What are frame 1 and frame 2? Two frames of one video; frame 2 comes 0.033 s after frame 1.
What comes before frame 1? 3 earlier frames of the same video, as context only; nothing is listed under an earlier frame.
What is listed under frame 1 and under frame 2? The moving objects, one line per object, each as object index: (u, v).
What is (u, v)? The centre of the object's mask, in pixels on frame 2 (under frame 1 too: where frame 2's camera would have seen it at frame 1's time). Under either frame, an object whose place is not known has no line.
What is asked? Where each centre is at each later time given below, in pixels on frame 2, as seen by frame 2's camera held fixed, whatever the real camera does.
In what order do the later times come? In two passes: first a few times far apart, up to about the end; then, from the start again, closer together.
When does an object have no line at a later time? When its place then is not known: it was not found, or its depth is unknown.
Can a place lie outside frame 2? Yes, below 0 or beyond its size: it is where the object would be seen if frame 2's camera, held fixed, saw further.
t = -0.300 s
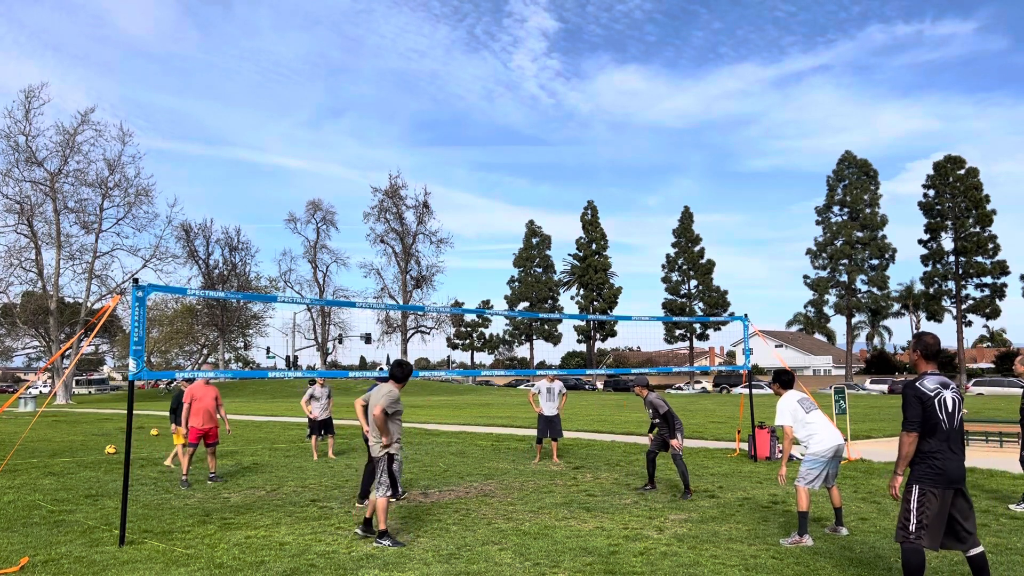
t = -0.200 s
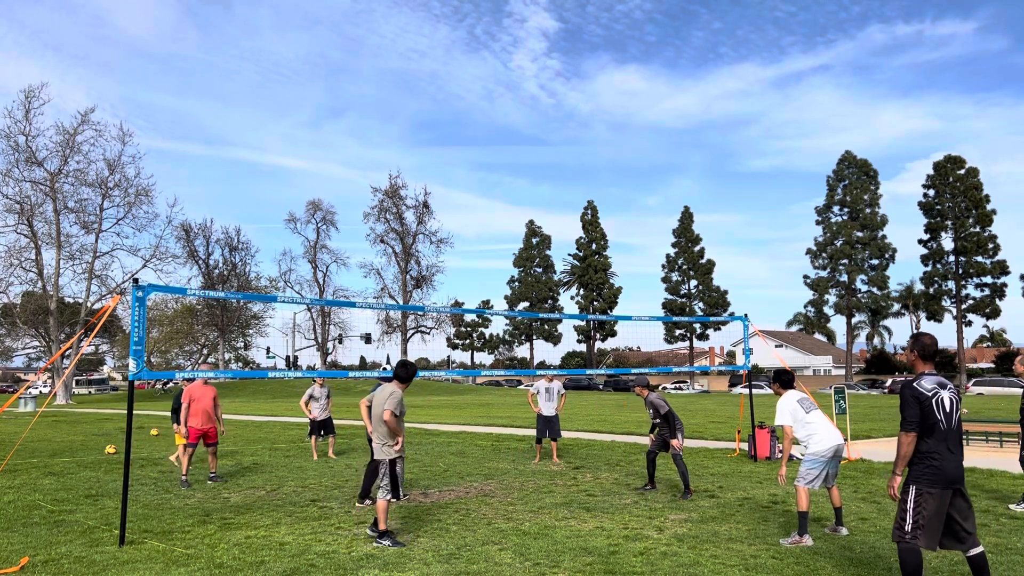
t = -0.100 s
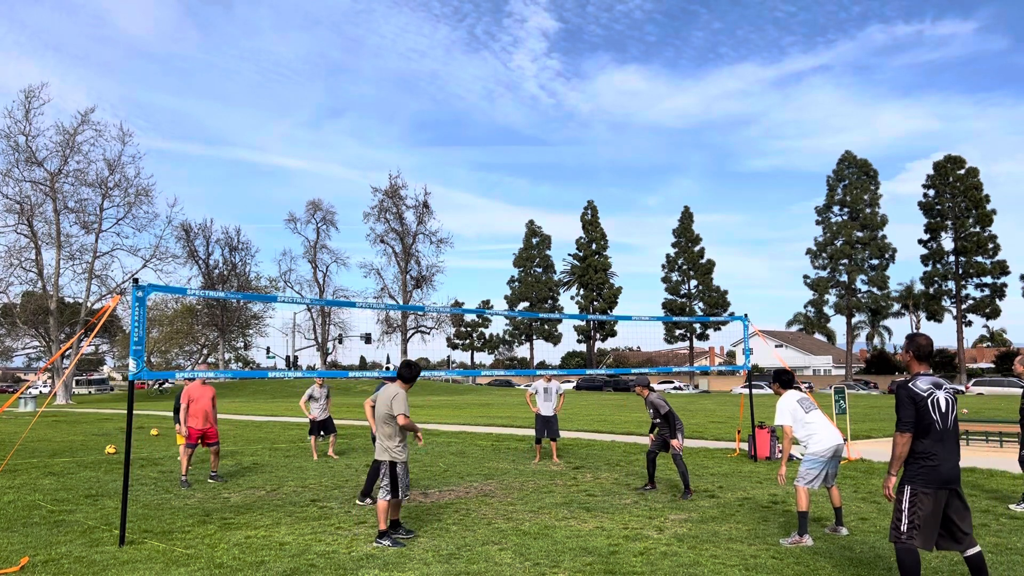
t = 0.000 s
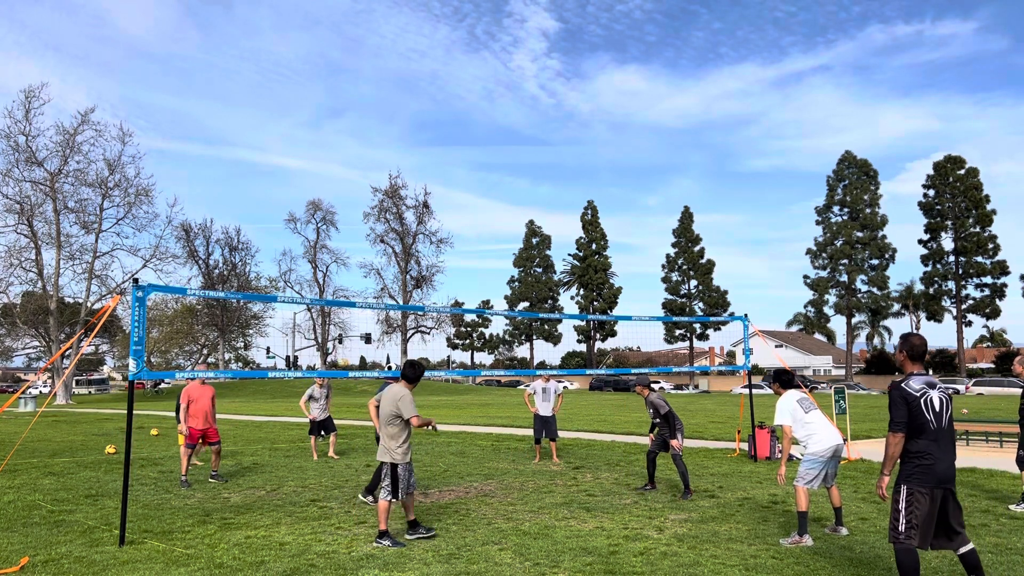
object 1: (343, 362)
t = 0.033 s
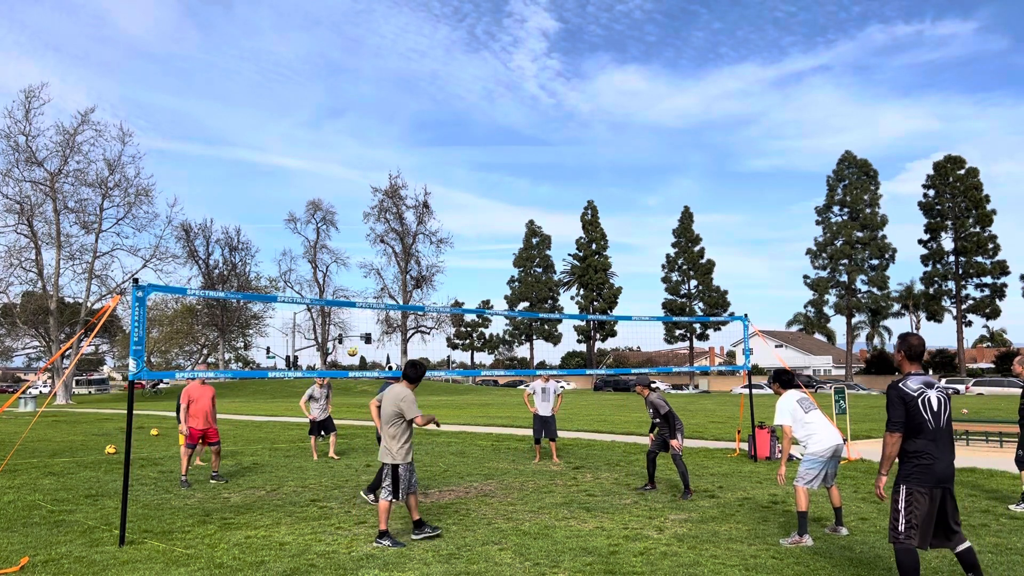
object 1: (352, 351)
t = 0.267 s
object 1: (424, 277)
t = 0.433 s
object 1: (490, 237)
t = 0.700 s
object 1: (614, 196)
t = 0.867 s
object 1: (703, 192)
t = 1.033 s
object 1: (804, 213)
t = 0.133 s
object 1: (381, 317)
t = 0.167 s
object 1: (387, 313)
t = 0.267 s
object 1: (424, 277)
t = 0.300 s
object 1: (437, 269)
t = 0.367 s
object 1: (462, 252)
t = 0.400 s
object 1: (476, 244)
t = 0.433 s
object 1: (490, 237)
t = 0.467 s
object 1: (504, 230)
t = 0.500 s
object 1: (518, 223)
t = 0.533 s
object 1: (533, 217)
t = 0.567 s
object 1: (549, 212)
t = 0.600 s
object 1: (564, 207)
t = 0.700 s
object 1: (614, 196)
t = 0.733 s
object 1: (631, 194)
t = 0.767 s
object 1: (648, 193)
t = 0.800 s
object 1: (666, 192)
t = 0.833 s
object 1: (685, 192)
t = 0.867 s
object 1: (703, 192)
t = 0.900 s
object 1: (722, 194)
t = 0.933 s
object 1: (742, 197)
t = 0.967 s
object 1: (762, 201)
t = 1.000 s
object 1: (783, 206)
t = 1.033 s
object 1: (804, 213)
